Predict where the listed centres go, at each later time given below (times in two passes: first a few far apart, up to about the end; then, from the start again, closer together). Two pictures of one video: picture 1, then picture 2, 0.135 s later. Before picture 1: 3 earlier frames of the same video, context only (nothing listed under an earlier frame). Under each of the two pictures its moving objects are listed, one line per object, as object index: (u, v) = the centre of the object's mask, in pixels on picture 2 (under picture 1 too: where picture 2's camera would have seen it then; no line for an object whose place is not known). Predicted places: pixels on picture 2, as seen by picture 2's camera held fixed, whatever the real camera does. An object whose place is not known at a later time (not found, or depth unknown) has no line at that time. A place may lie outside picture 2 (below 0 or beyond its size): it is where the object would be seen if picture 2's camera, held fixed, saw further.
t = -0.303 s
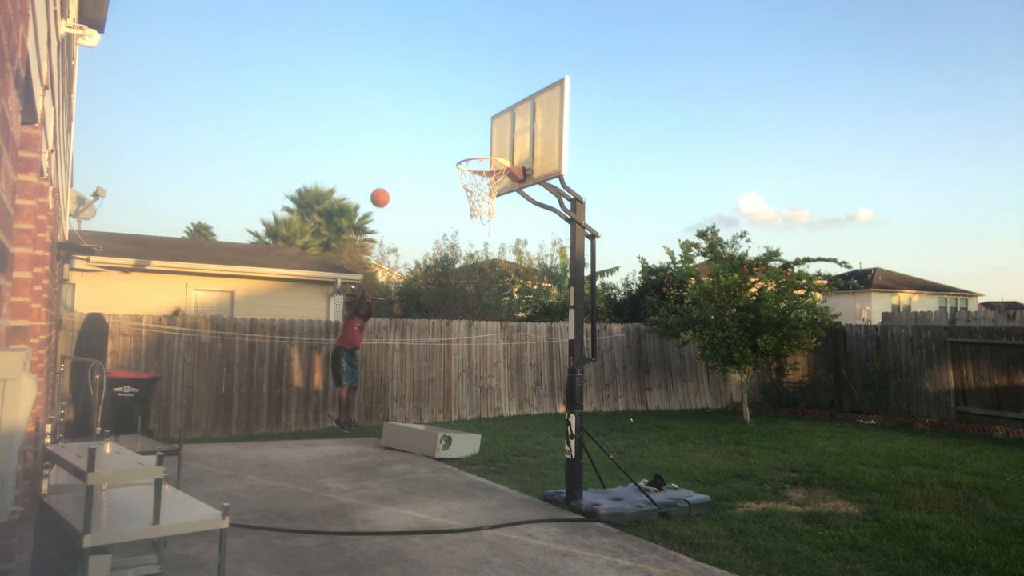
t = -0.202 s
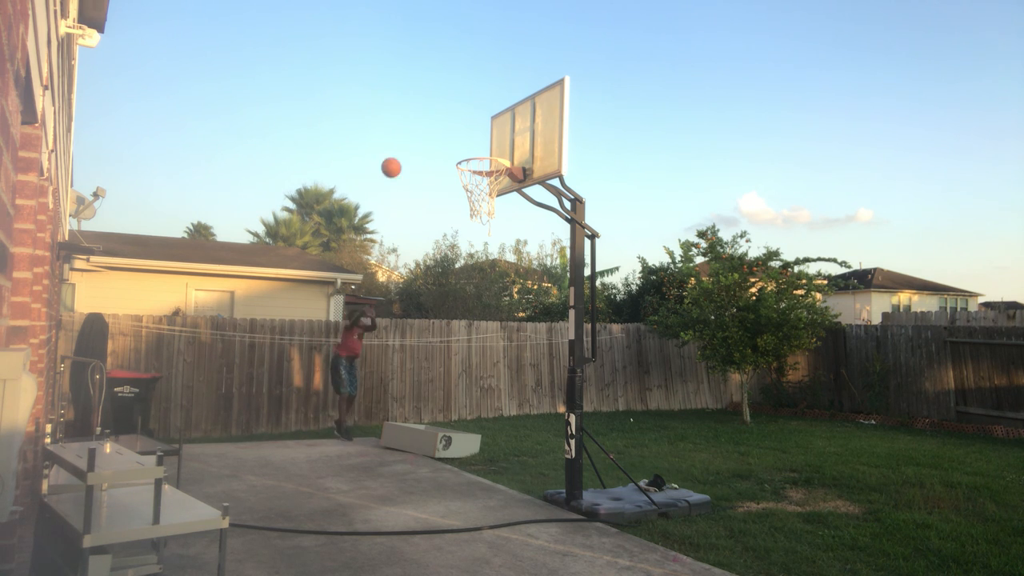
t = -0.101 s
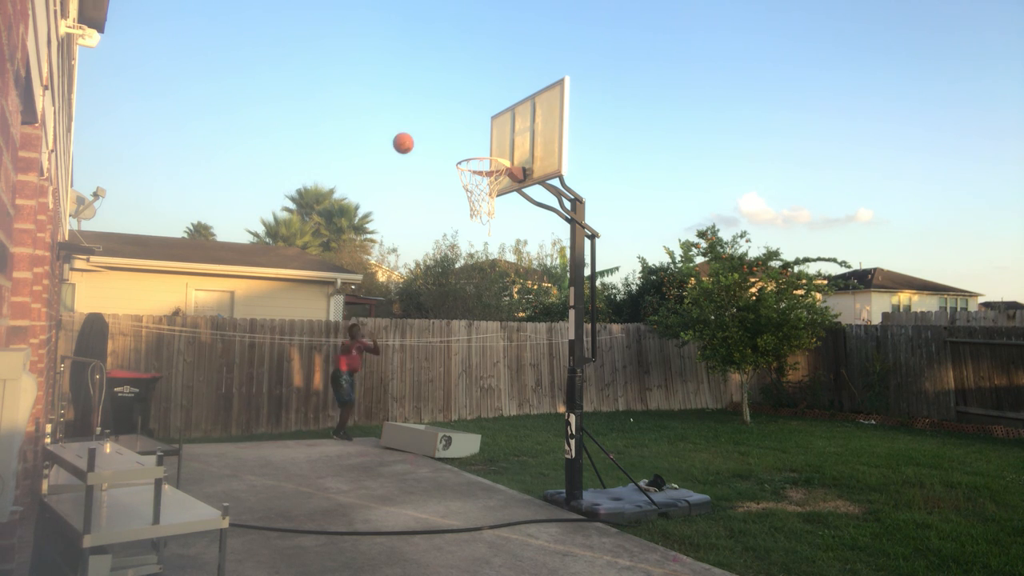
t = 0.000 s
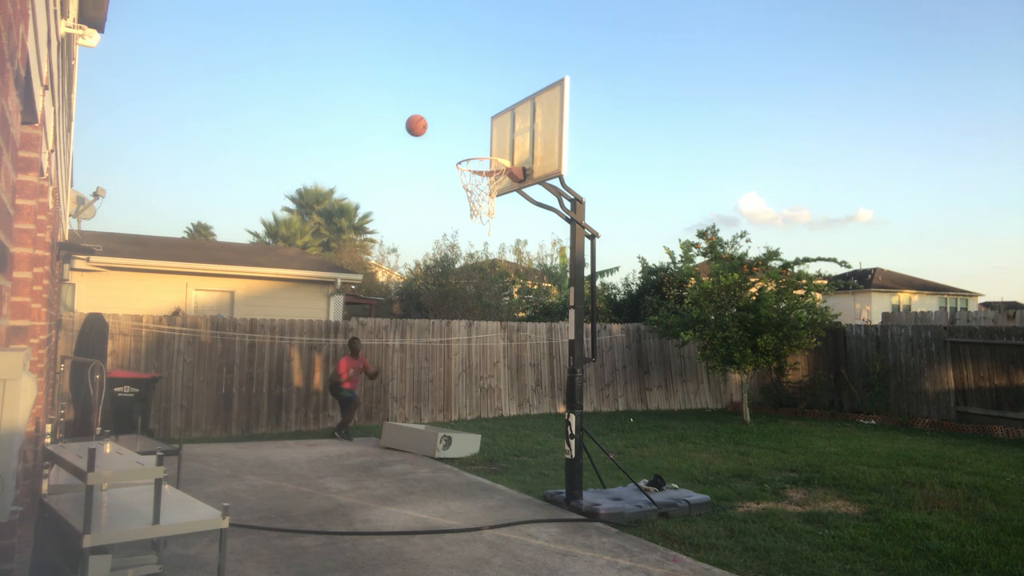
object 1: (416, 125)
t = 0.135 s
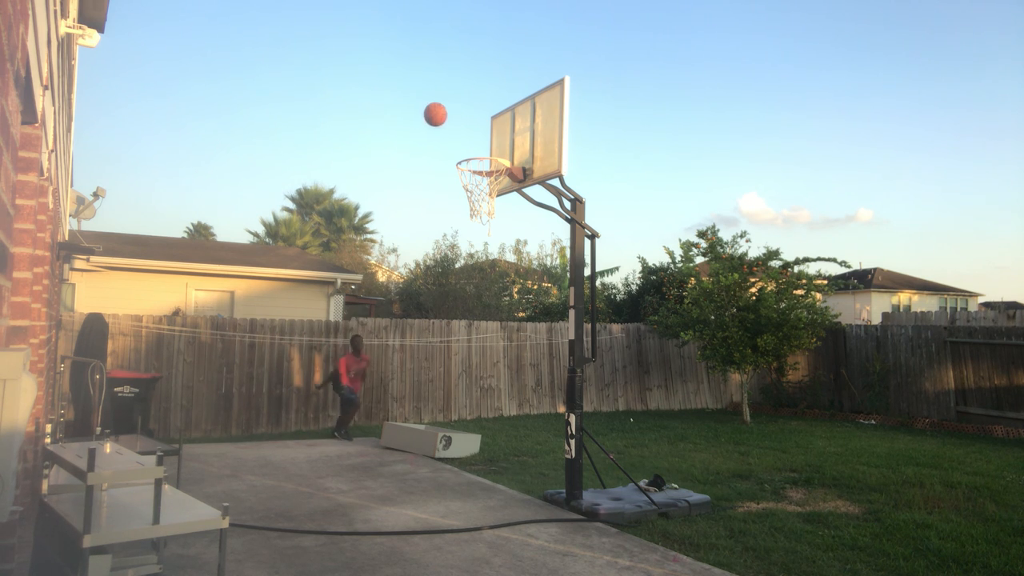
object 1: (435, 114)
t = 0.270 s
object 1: (456, 119)
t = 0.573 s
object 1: (480, 207)
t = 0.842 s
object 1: (449, 357)
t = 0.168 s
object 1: (440, 114)
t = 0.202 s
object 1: (445, 114)
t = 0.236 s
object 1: (451, 116)
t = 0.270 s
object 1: (456, 119)
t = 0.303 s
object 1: (462, 124)
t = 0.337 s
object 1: (468, 129)
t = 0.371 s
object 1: (474, 136)
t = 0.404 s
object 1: (480, 144)
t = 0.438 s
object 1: (486, 154)
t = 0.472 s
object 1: (492, 166)
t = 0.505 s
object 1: (489, 180)
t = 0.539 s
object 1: (485, 194)
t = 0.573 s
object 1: (480, 207)
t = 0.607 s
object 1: (477, 222)
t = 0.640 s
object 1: (473, 238)
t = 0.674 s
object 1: (469, 255)
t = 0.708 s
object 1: (465, 274)
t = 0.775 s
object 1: (456, 312)
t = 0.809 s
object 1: (452, 334)
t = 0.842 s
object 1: (449, 357)
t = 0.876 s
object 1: (445, 381)
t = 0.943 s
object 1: (436, 431)
